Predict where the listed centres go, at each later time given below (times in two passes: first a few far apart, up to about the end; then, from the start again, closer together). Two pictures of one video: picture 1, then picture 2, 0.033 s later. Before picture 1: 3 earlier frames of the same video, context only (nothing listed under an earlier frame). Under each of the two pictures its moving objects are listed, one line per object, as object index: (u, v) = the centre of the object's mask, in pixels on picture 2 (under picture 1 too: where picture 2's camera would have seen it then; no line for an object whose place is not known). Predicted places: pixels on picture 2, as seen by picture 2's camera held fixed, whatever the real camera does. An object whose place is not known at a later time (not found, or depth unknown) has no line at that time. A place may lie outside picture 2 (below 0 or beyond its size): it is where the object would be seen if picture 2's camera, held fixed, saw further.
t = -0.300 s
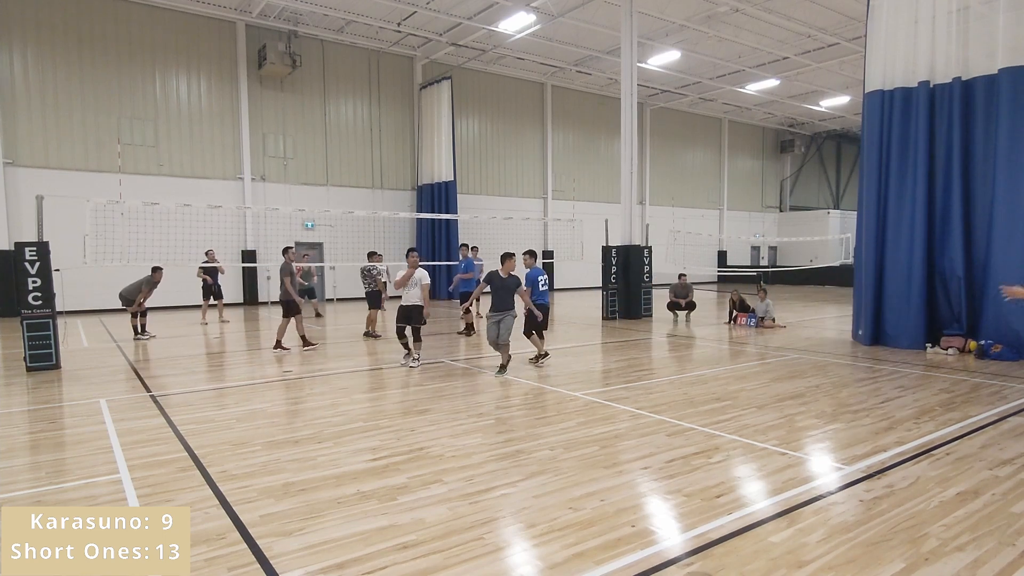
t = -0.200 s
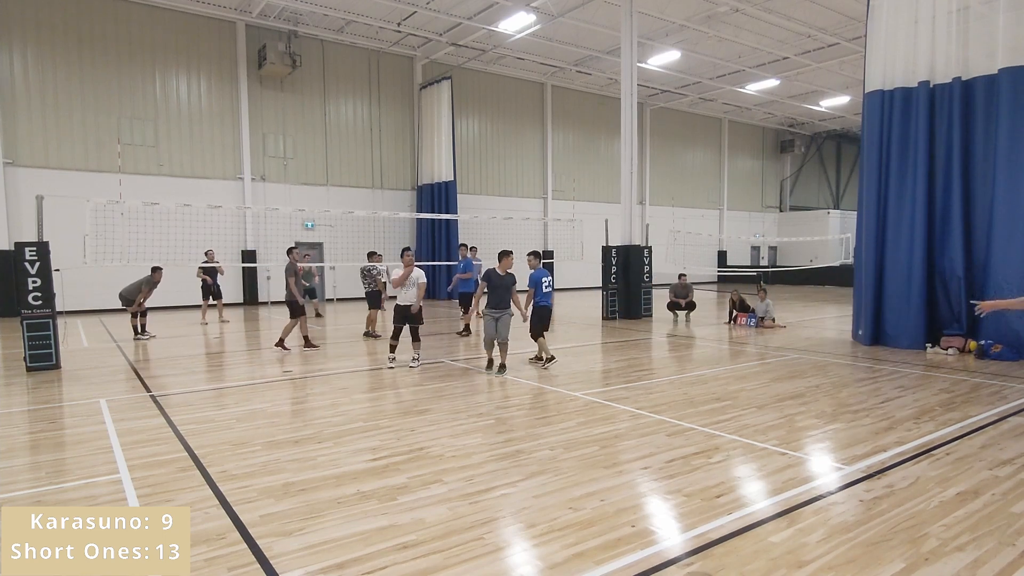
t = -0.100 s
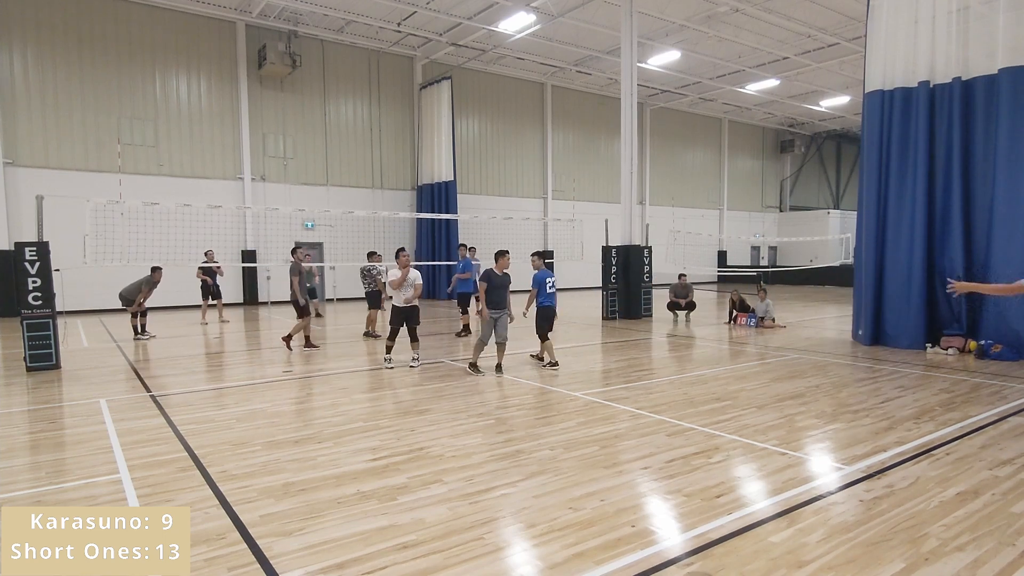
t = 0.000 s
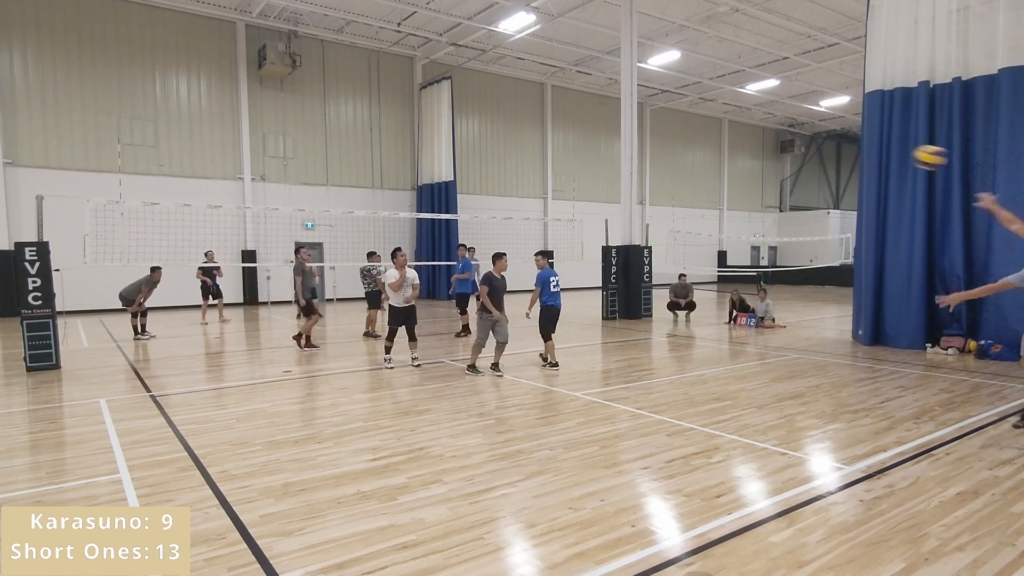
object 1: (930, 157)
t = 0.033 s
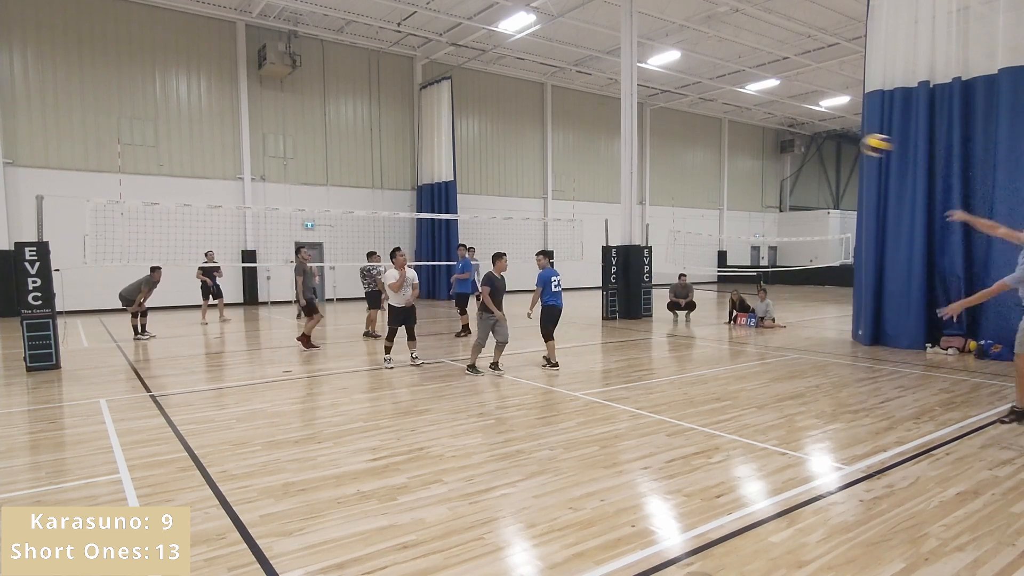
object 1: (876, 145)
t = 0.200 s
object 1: (696, 112)
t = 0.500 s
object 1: (532, 128)
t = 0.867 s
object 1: (431, 189)
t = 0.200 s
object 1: (696, 112)
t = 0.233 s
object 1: (671, 110)
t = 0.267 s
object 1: (648, 109)
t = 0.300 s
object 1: (627, 111)
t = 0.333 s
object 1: (608, 112)
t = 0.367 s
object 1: (590, 114)
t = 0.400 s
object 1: (574, 117)
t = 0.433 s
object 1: (559, 120)
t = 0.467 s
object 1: (545, 124)
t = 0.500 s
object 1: (532, 128)
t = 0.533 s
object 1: (520, 132)
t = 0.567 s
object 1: (508, 137)
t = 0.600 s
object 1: (497, 142)
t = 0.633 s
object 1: (487, 148)
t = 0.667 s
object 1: (478, 154)
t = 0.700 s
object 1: (469, 159)
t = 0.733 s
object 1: (460, 165)
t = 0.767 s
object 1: (453, 170)
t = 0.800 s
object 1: (445, 177)
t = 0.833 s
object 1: (437, 184)
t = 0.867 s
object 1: (431, 189)
